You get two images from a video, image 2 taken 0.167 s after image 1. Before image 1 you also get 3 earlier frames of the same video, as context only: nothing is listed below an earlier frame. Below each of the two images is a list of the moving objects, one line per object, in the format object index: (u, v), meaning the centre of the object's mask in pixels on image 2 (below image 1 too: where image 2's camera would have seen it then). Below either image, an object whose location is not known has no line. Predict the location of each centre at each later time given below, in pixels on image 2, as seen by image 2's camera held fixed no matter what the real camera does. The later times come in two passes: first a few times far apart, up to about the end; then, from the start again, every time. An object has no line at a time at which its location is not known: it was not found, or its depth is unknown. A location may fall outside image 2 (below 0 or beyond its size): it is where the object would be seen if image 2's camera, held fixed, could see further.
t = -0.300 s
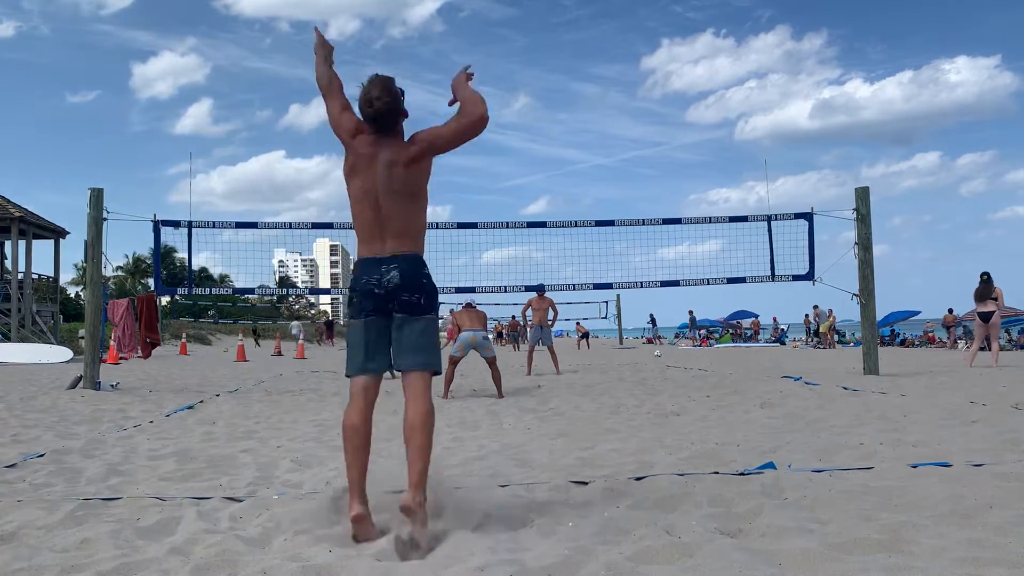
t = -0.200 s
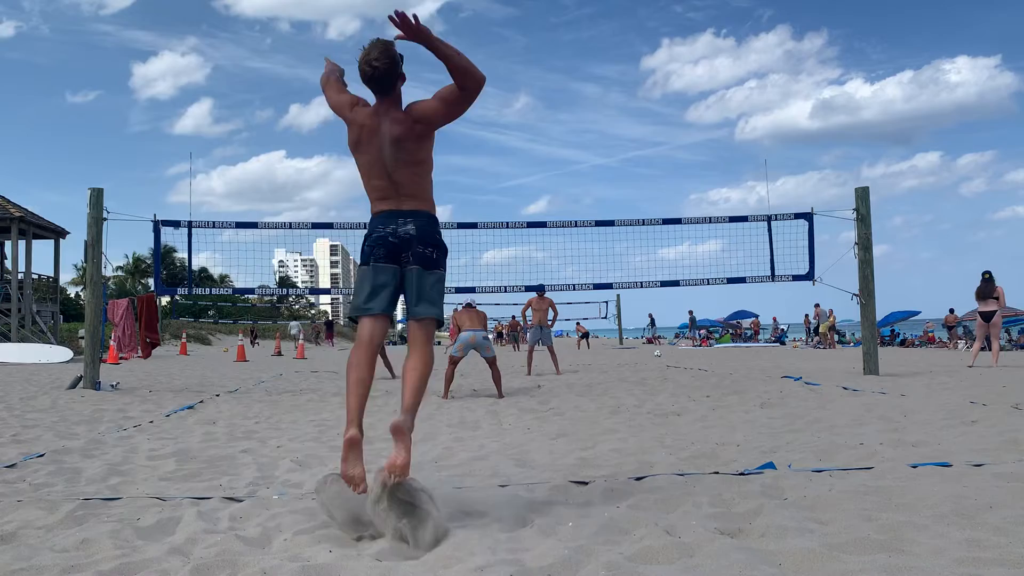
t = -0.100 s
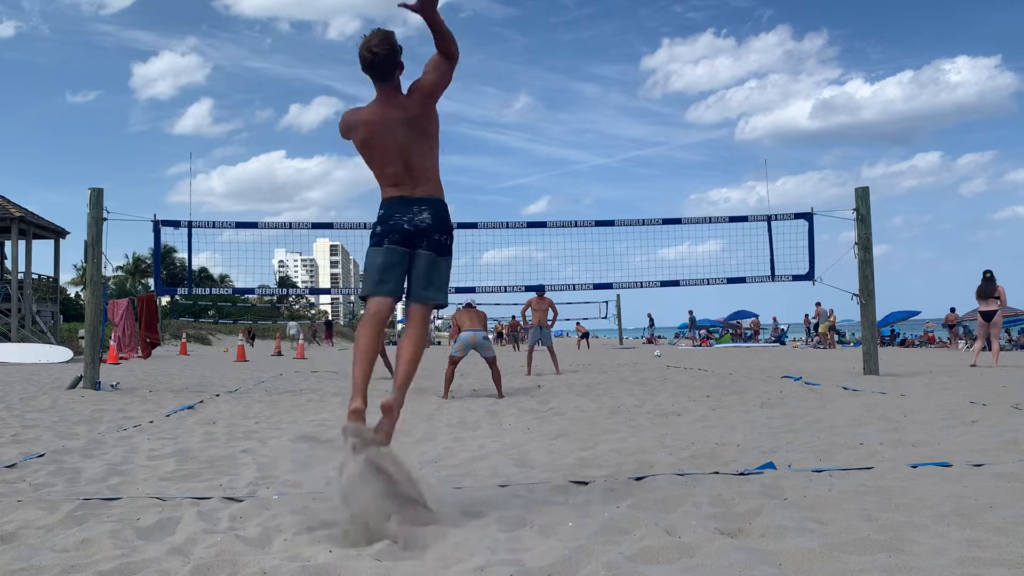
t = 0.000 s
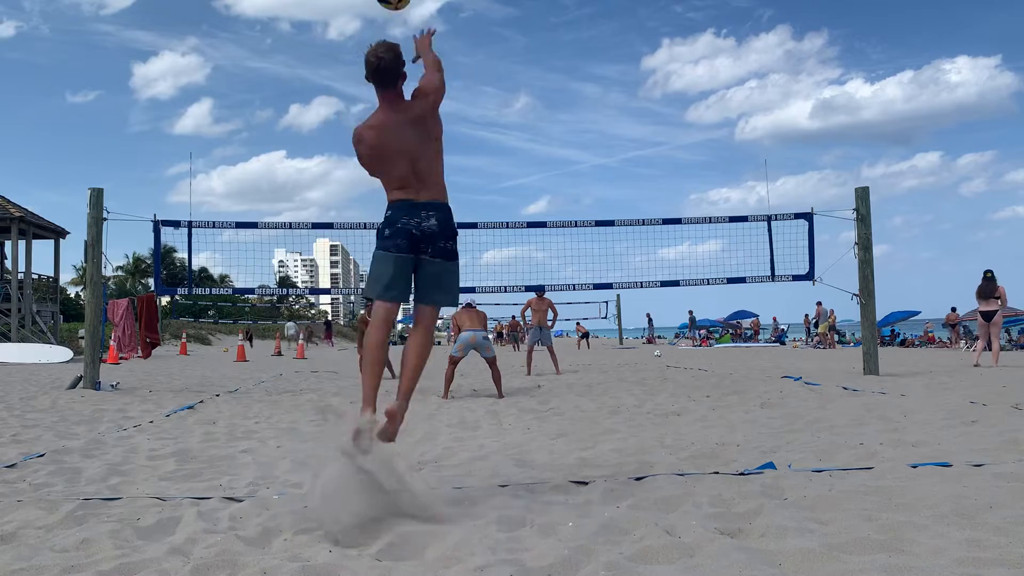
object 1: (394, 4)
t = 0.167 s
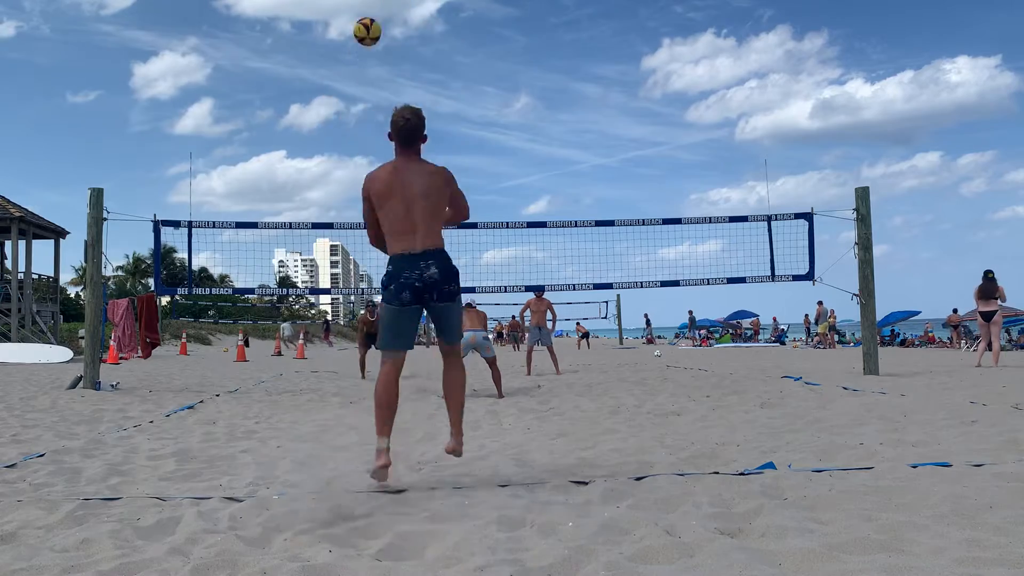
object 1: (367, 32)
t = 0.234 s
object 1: (362, 51)
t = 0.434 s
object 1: (351, 119)
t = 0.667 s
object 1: (342, 197)
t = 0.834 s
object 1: (339, 252)
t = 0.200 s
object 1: (364, 41)
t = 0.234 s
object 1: (362, 51)
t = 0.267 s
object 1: (359, 62)
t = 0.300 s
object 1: (357, 73)
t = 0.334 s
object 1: (356, 84)
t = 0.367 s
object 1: (354, 96)
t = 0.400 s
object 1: (352, 107)
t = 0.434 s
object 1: (351, 119)
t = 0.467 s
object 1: (349, 130)
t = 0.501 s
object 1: (348, 142)
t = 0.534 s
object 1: (346, 153)
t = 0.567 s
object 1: (345, 164)
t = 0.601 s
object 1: (344, 175)
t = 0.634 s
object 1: (342, 186)
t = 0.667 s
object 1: (342, 197)
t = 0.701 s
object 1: (341, 209)
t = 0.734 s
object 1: (340, 218)
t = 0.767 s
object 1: (340, 233)
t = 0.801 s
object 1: (340, 241)
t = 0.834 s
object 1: (339, 252)
